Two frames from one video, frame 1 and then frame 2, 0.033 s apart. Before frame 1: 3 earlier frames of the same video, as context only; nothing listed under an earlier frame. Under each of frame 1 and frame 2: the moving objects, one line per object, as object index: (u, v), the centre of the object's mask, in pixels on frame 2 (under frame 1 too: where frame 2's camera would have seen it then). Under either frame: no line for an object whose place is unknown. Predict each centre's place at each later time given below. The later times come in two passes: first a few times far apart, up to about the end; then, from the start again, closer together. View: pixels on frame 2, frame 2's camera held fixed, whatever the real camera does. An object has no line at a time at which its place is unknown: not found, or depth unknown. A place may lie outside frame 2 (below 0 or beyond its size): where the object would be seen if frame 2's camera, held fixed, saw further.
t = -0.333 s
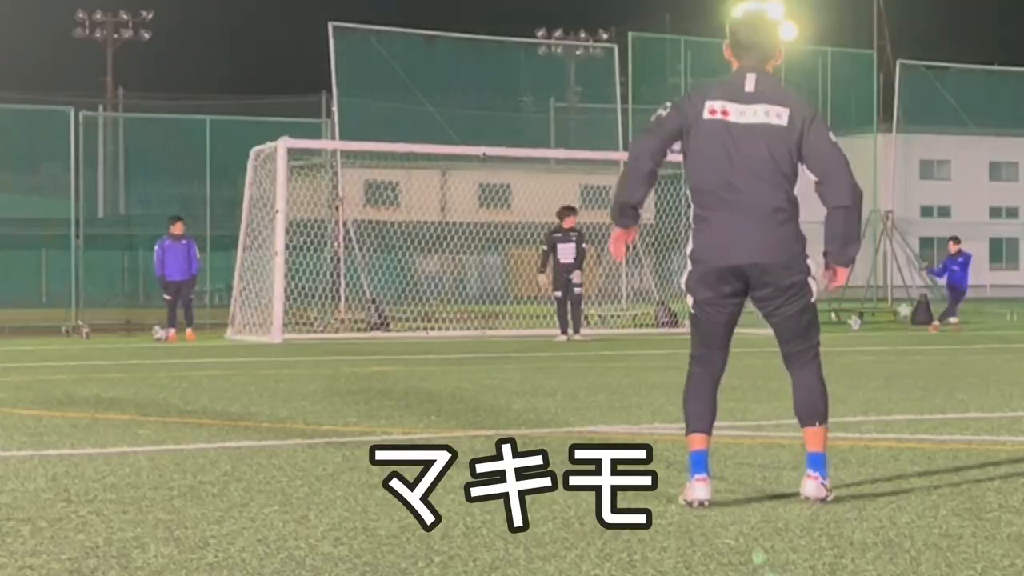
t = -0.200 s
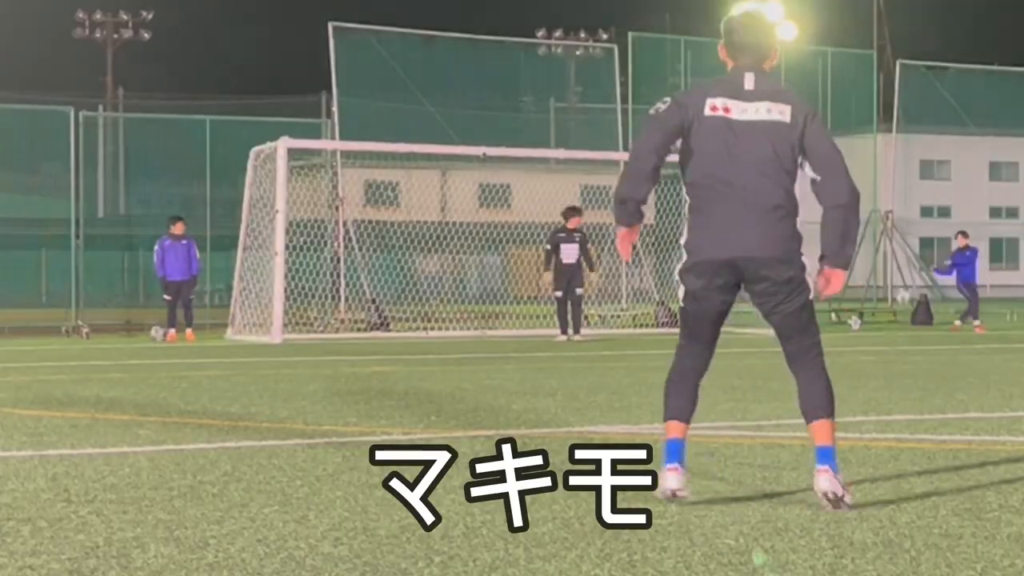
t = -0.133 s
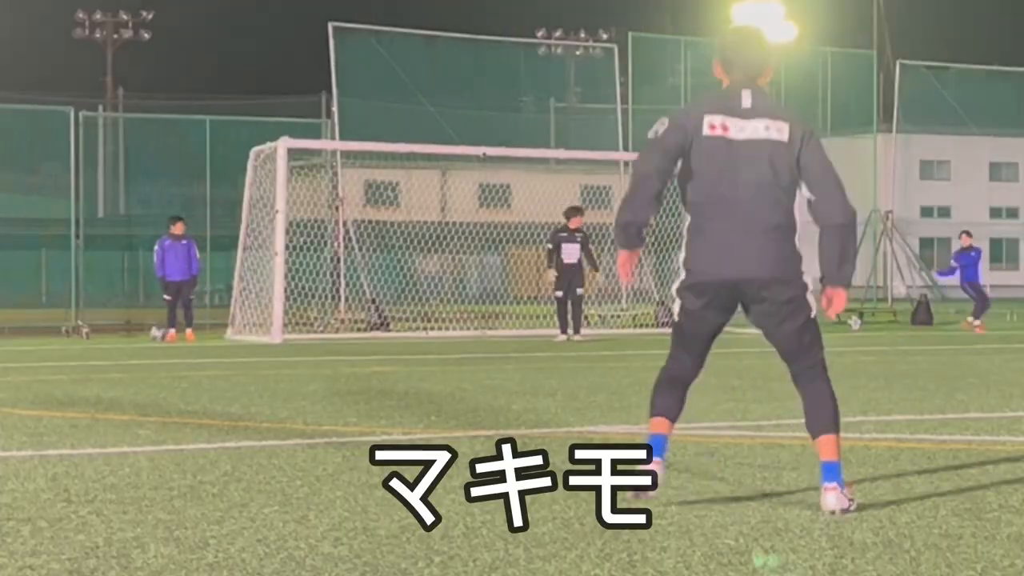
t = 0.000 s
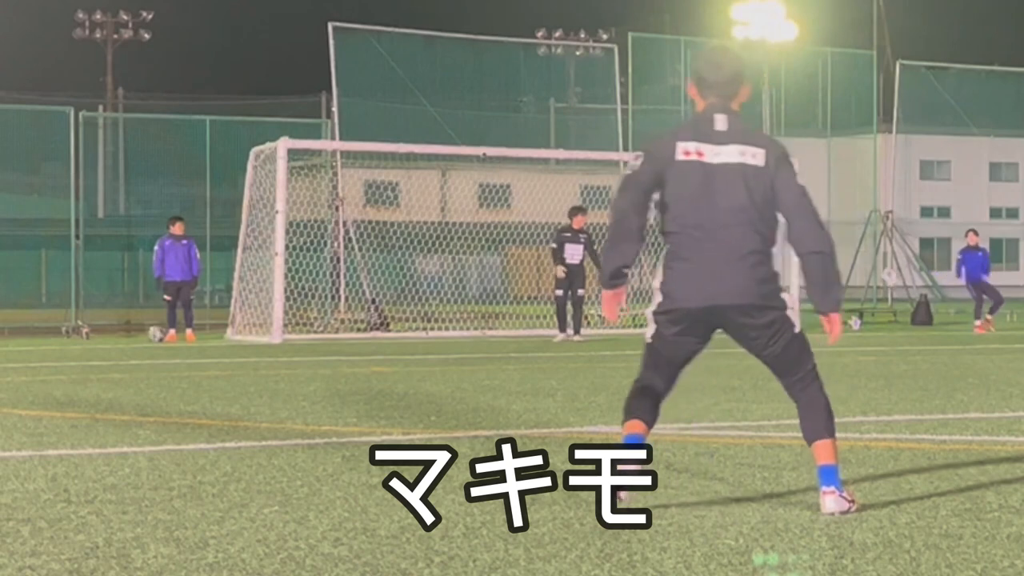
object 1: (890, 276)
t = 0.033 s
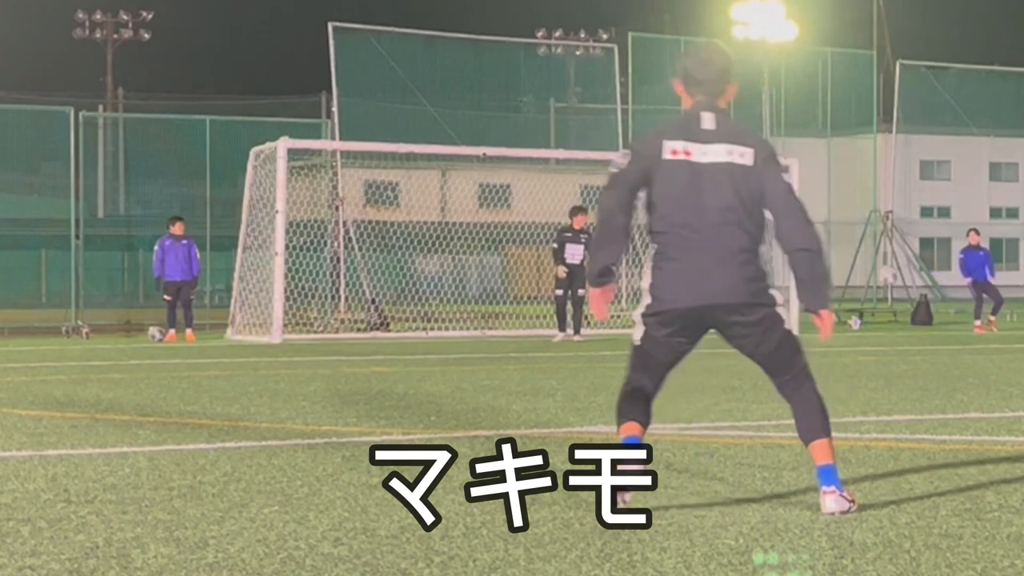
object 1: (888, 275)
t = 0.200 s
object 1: (861, 268)
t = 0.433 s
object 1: (797, 279)
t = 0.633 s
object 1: (702, 326)
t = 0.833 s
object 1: (553, 390)
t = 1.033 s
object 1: (344, 382)
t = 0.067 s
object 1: (882, 274)
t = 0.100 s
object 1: (877, 272)
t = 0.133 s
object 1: (872, 270)
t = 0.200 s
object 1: (861, 268)
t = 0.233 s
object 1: (852, 268)
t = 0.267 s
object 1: (845, 267)
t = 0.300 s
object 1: (837, 268)
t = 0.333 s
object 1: (828, 270)
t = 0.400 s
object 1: (808, 277)
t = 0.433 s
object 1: (797, 279)
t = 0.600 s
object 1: (718, 314)
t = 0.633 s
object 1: (702, 326)
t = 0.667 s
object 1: (679, 341)
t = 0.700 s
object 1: (658, 355)
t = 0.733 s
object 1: (633, 373)
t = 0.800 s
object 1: (580, 399)
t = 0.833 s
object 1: (553, 390)
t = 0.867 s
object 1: (525, 382)
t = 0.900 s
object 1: (495, 377)
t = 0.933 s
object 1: (461, 374)
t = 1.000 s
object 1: (388, 376)
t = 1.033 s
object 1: (344, 382)
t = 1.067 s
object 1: (297, 392)
